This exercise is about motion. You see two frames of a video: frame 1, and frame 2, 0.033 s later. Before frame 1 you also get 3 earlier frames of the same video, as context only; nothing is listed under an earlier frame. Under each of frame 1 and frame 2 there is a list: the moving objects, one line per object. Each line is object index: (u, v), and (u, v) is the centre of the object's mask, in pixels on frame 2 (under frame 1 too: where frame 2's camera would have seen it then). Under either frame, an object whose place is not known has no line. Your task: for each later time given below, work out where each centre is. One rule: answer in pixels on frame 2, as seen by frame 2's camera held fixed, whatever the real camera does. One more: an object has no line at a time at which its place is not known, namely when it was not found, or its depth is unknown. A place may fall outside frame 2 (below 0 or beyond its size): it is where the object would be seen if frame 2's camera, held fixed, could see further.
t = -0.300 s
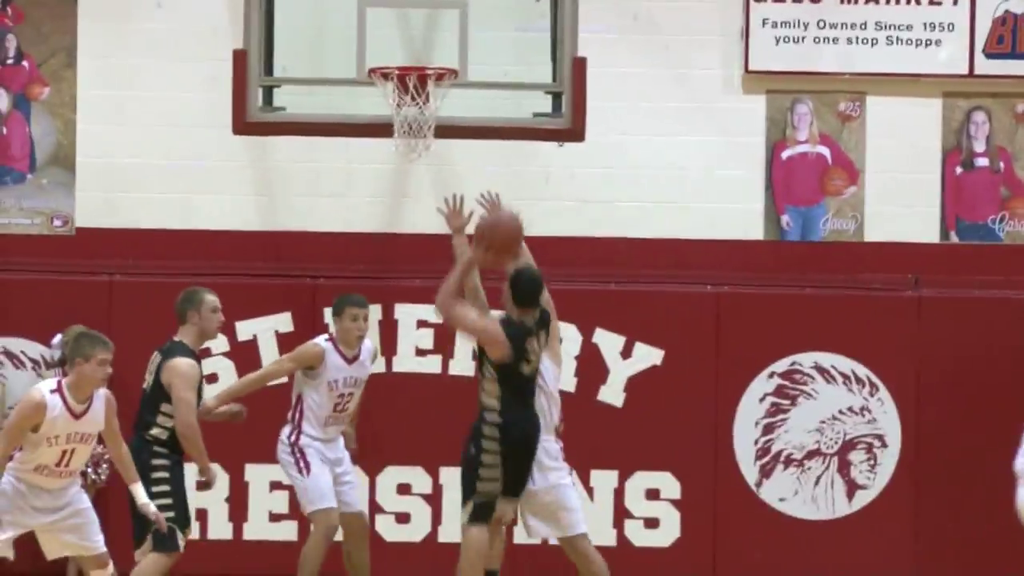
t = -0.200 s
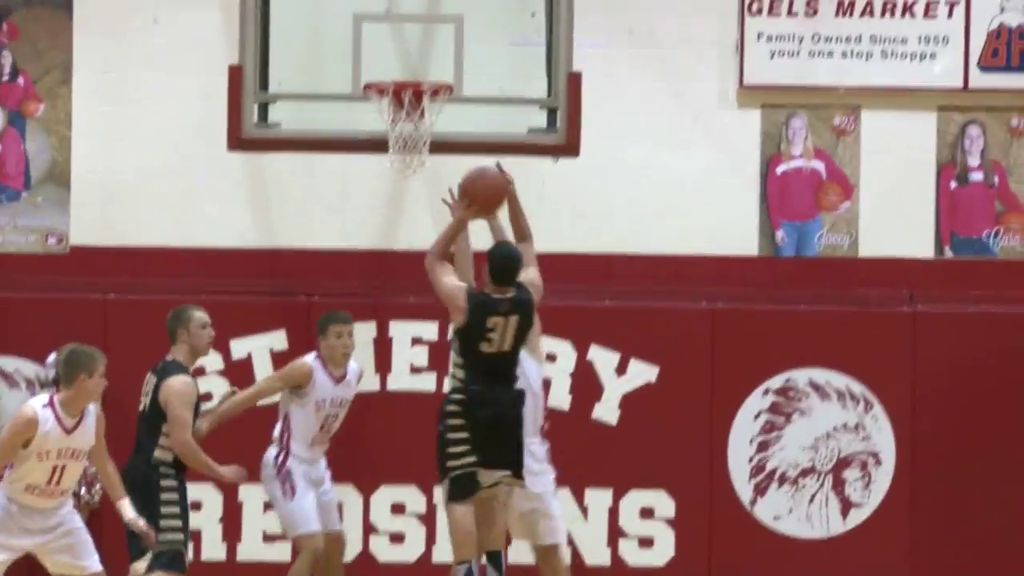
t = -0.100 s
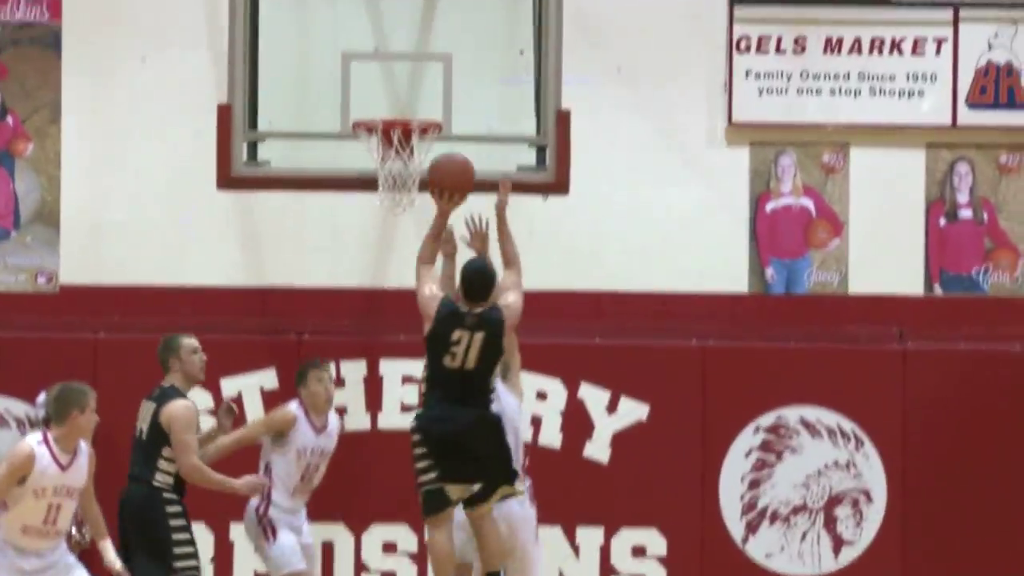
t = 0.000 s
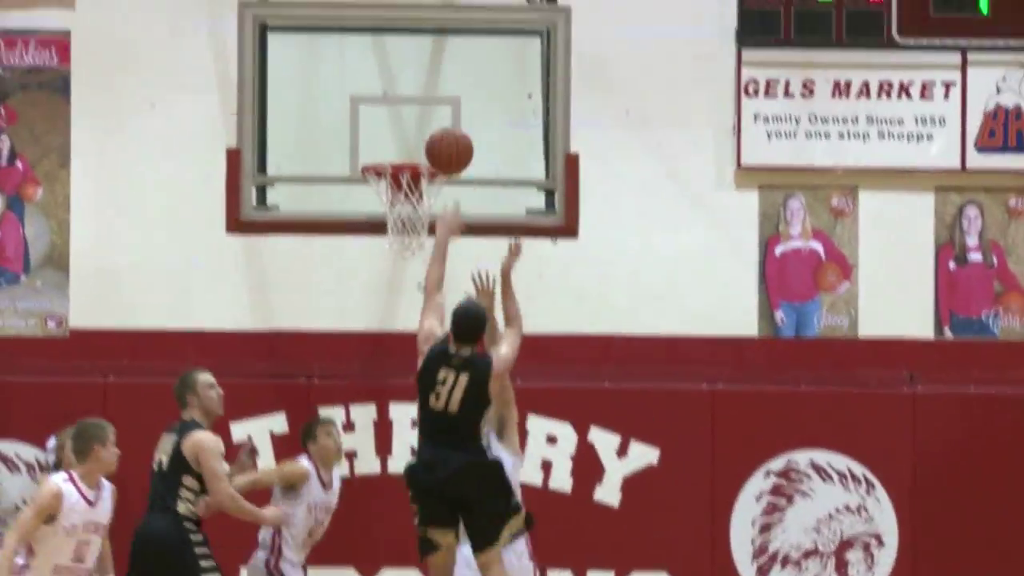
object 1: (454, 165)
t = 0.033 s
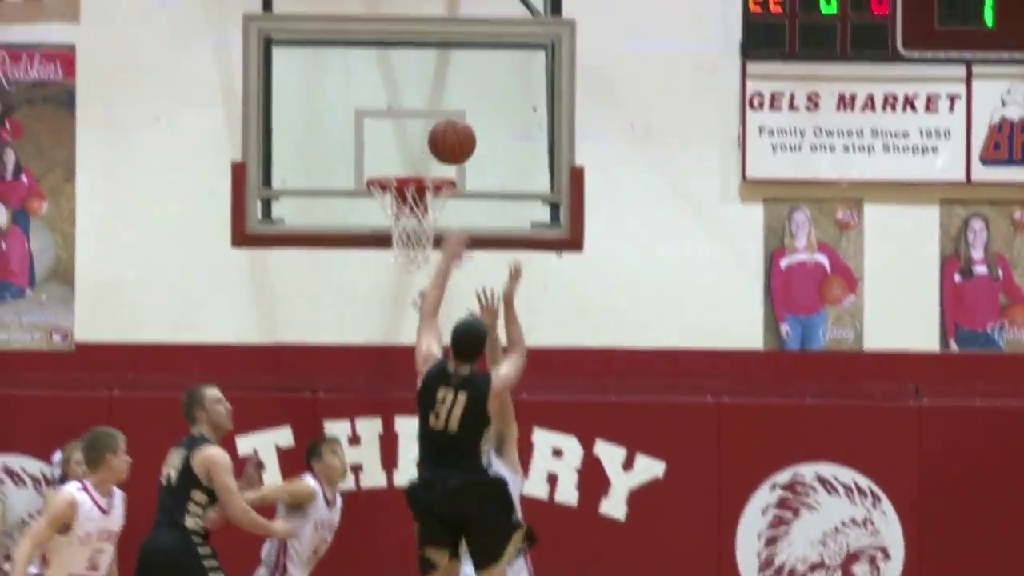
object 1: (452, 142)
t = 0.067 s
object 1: (449, 120)
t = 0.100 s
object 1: (446, 102)
